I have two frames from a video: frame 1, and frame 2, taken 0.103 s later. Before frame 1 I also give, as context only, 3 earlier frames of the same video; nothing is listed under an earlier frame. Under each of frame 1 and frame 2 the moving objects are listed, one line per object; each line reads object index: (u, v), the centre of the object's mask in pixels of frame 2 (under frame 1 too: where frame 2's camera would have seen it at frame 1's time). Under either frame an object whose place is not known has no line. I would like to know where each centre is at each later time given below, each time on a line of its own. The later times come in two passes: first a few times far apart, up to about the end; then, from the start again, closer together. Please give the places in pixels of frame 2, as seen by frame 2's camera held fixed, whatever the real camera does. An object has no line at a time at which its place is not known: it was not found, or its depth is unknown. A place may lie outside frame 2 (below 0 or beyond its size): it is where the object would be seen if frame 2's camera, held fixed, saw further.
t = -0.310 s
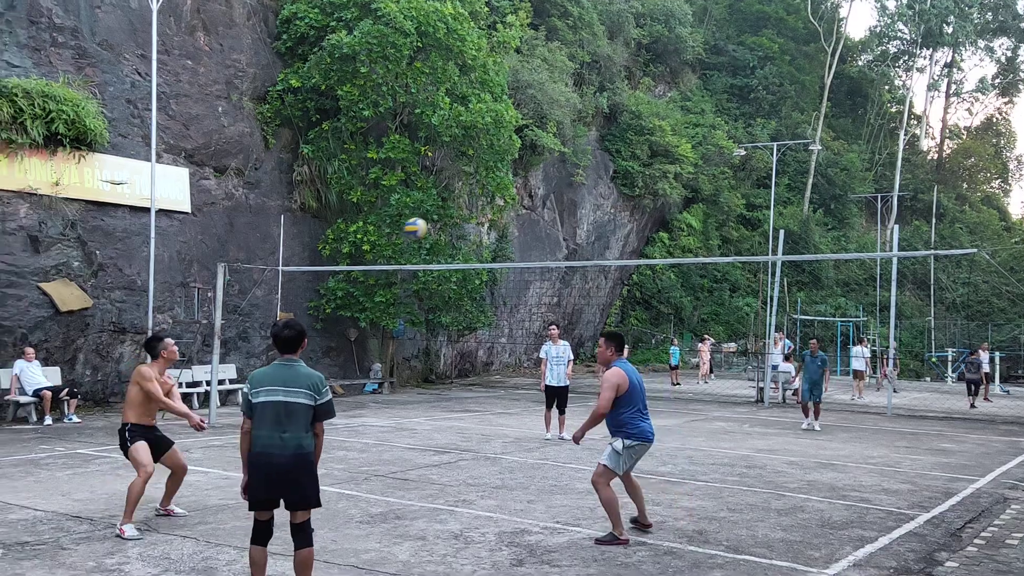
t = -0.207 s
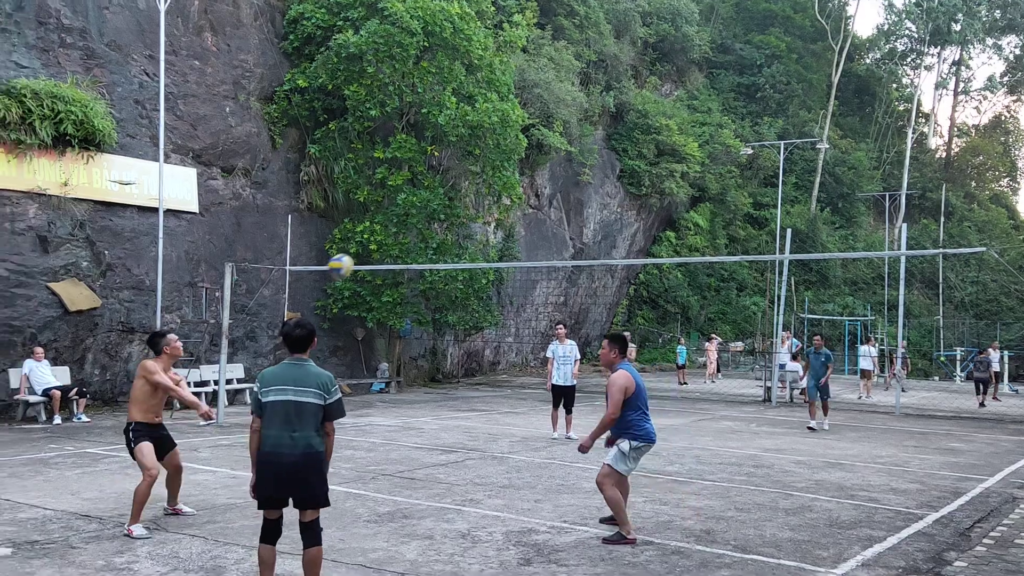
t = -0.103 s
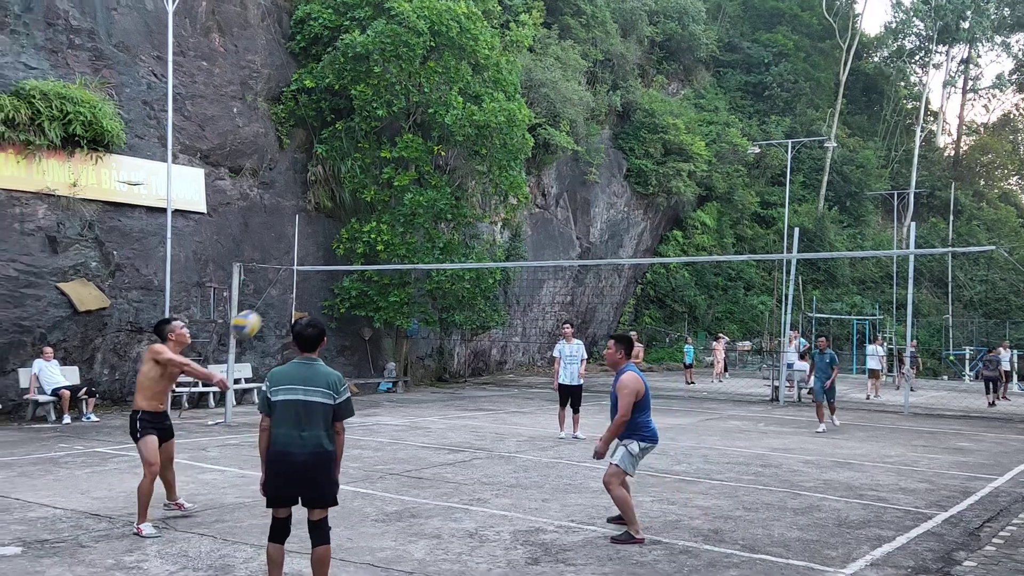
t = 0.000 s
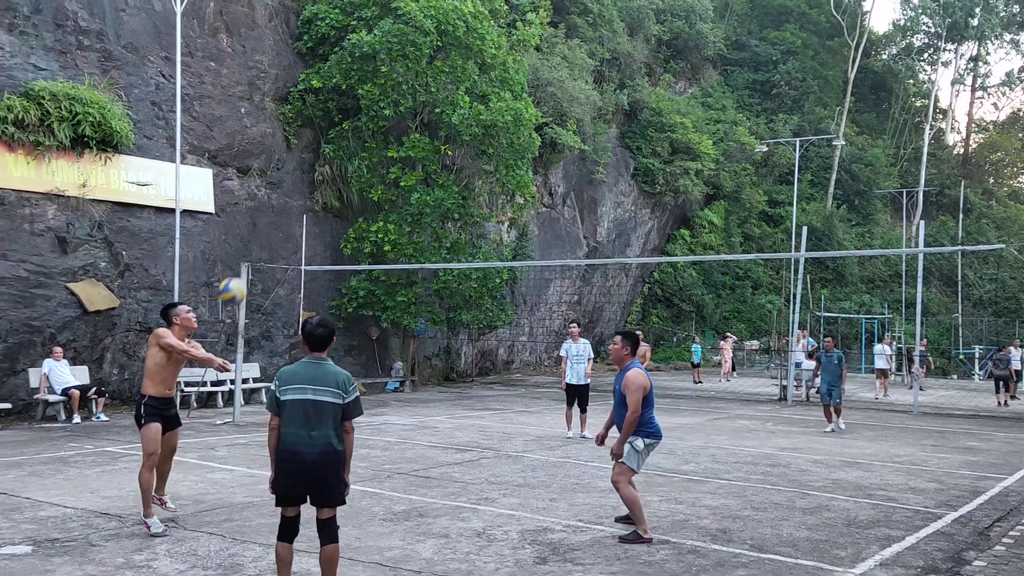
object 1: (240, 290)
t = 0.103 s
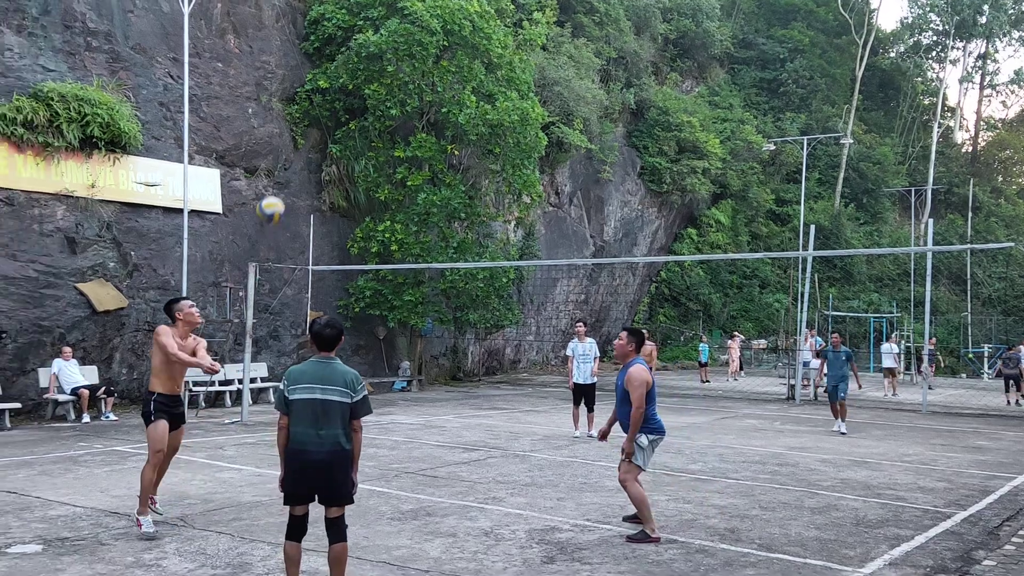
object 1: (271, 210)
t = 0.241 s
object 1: (310, 121)
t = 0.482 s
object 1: (370, 26)
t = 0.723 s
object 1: (429, 2)
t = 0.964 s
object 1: (483, 32)
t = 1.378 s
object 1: (571, 227)
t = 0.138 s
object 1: (281, 184)
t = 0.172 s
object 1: (290, 162)
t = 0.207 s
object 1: (299, 141)
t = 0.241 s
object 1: (310, 121)
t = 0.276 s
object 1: (318, 104)
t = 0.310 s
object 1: (327, 87)
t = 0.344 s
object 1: (336, 72)
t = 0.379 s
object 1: (345, 58)
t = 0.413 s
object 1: (353, 46)
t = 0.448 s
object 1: (362, 35)
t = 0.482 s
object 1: (370, 26)
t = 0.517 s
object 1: (379, 19)
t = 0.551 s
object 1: (388, 12)
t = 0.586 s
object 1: (397, 7)
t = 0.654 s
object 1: (413, 3)
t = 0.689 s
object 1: (421, 2)
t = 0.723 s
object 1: (429, 2)
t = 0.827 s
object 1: (453, 4)
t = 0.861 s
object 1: (460, 9)
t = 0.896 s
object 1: (467, 15)
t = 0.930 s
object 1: (475, 23)
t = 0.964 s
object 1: (483, 32)
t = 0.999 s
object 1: (490, 41)
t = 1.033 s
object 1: (497, 54)
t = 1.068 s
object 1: (505, 66)
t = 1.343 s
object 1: (565, 205)
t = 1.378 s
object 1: (571, 227)
